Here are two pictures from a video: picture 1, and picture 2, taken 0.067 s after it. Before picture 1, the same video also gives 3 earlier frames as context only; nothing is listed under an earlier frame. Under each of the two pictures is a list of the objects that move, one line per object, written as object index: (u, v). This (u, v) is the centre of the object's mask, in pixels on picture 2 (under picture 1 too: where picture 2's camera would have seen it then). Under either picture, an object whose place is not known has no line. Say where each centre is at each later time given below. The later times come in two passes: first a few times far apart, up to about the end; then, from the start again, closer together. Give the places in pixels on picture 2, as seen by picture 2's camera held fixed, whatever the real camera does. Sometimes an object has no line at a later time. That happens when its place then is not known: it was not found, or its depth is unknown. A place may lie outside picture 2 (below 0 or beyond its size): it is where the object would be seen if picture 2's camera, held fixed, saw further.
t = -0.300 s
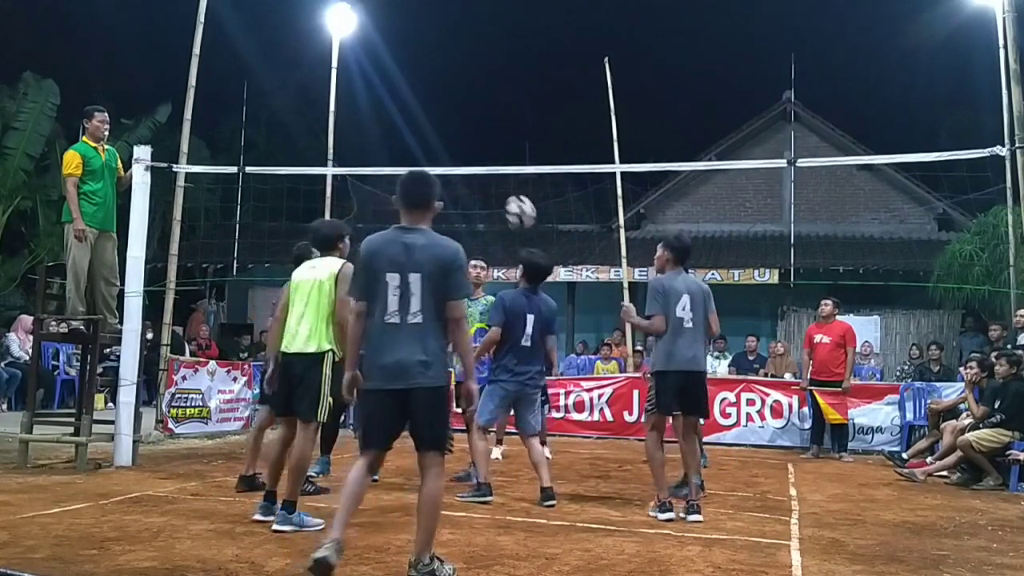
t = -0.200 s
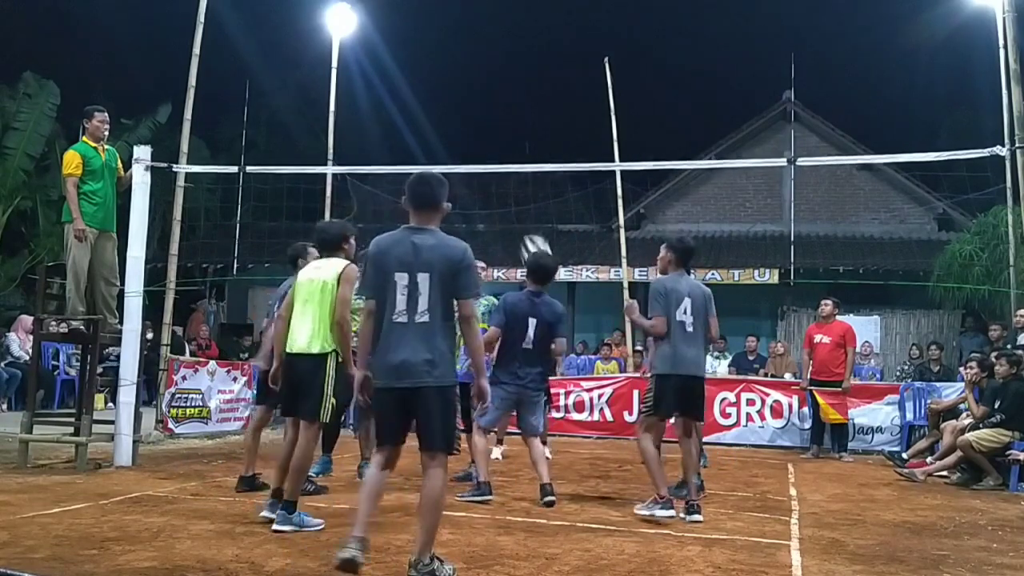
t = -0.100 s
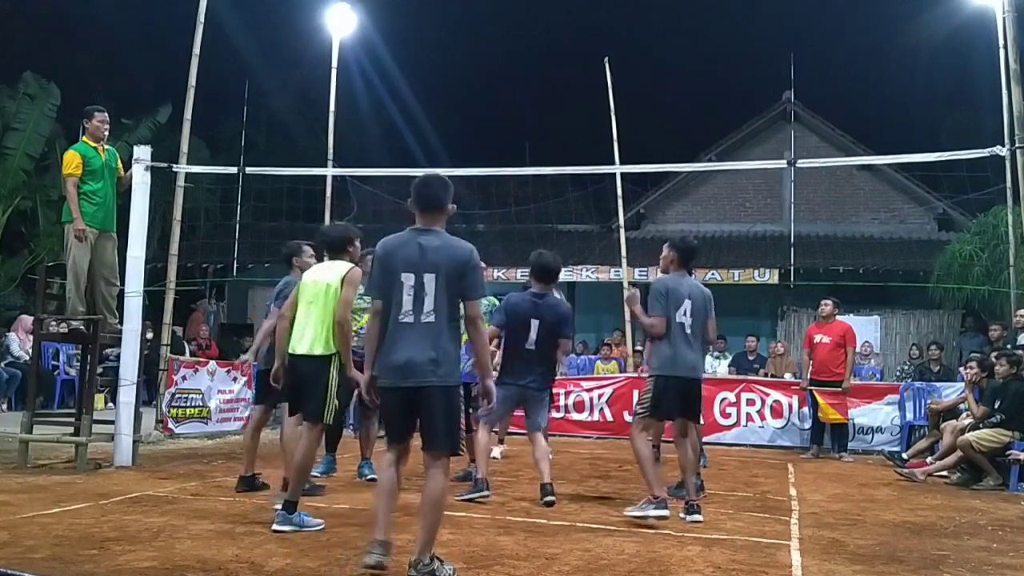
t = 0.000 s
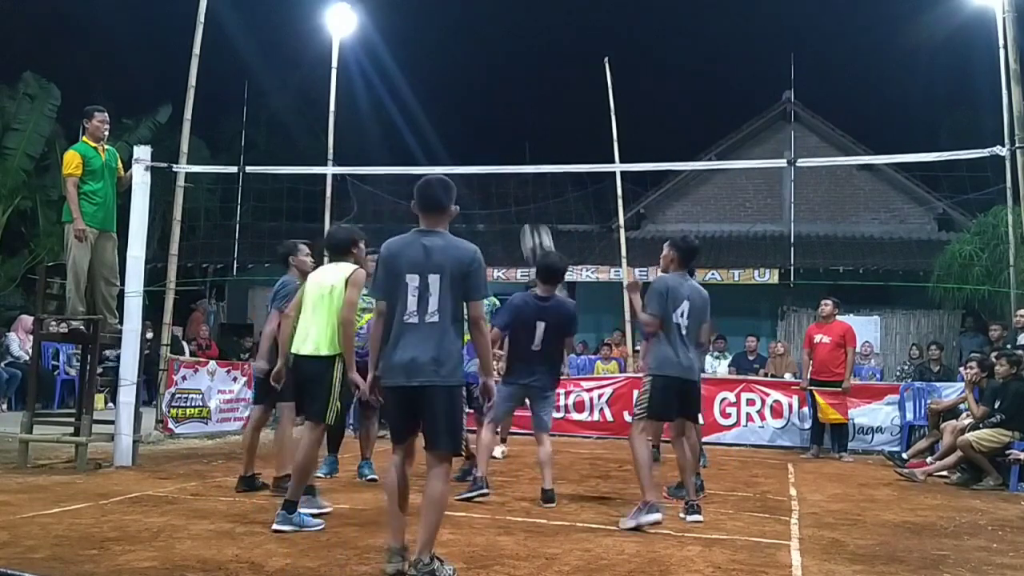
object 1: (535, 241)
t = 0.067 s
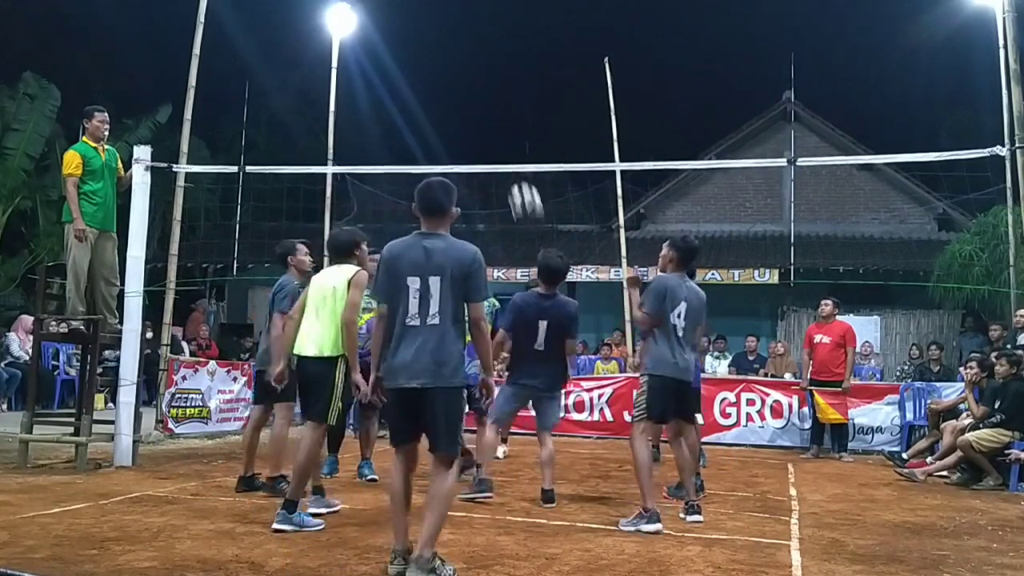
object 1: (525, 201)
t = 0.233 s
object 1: (495, 124)
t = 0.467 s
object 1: (449, 79)
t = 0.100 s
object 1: (520, 187)
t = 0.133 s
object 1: (513, 166)
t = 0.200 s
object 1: (501, 136)
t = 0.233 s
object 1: (495, 124)
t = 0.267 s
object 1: (488, 113)
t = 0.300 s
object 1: (482, 104)
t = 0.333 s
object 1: (475, 96)
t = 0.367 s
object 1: (469, 90)
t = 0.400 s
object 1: (463, 85)
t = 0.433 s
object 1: (455, 81)
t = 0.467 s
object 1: (449, 79)
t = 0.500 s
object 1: (442, 79)
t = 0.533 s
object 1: (436, 80)
